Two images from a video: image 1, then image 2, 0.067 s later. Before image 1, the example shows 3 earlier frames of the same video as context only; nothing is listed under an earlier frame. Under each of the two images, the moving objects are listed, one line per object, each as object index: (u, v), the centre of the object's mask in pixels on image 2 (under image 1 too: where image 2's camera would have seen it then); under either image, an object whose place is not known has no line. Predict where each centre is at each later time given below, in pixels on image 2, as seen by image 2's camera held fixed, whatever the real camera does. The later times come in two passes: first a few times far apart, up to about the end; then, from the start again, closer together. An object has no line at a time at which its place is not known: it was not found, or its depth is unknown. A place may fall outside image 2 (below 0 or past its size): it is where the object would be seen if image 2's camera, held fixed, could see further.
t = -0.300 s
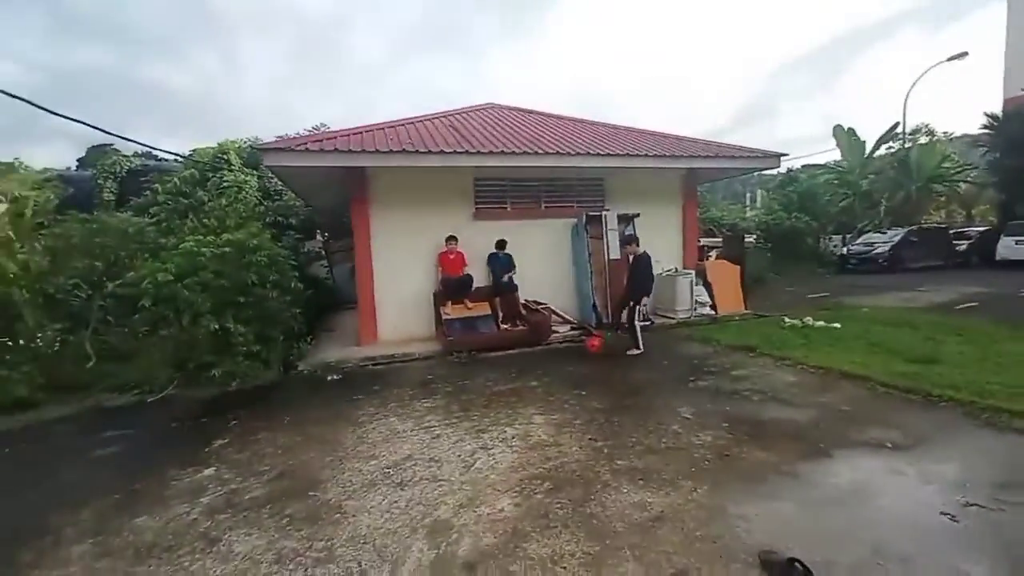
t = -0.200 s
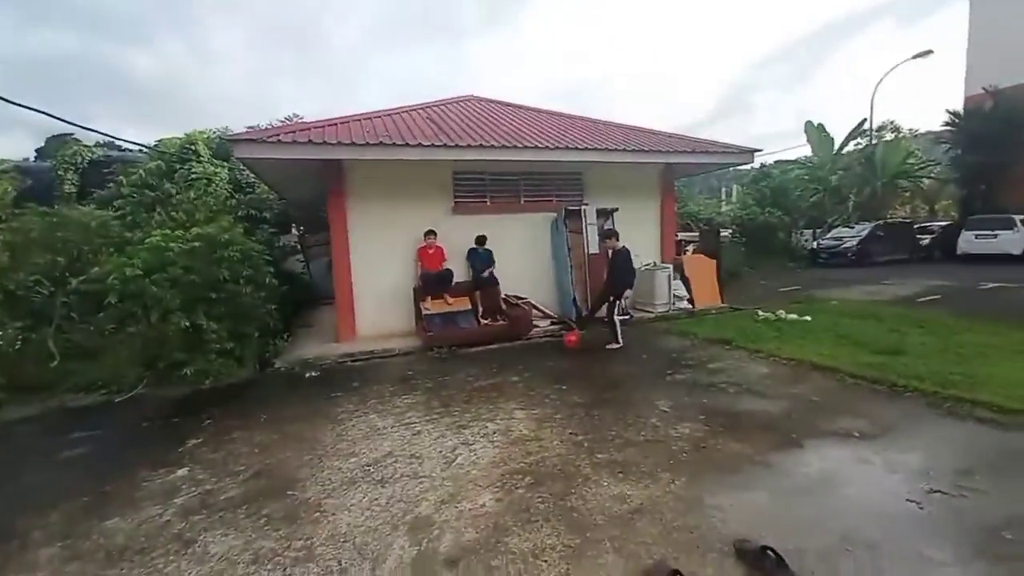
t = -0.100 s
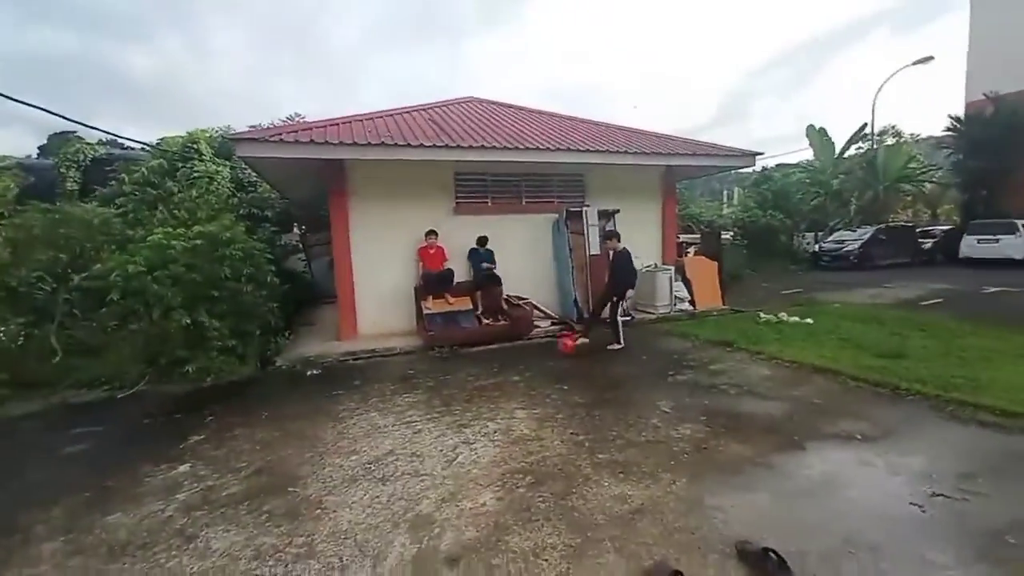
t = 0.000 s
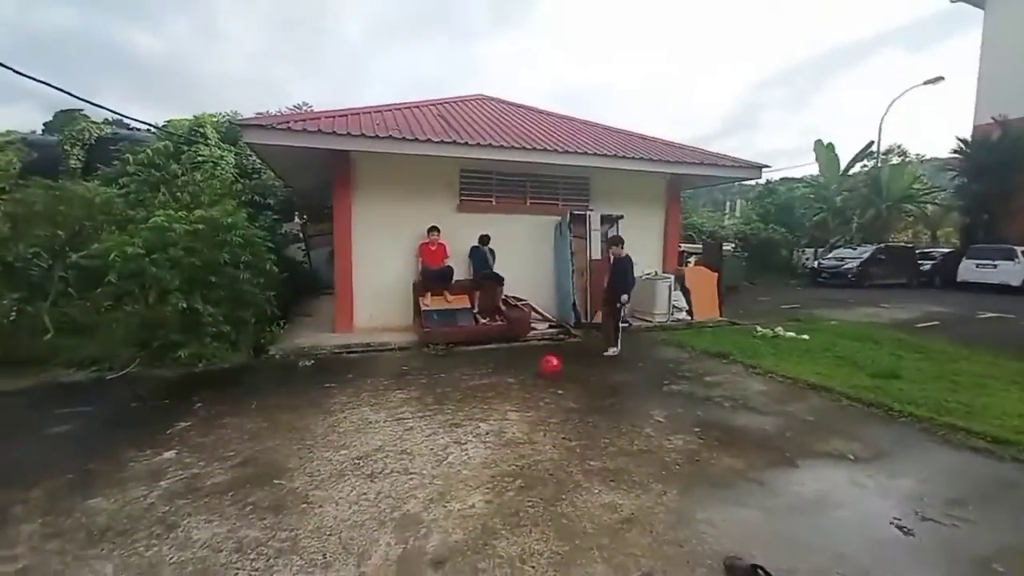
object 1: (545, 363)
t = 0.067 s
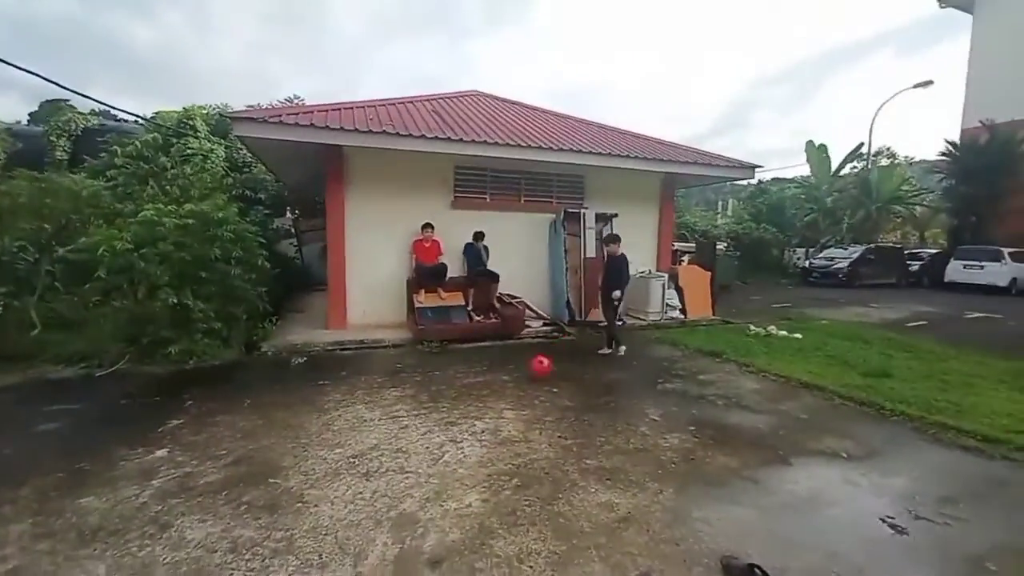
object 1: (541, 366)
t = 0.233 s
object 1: (533, 382)
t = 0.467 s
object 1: (507, 408)
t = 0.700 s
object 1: (484, 436)
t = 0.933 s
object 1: (445, 473)
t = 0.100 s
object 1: (539, 369)
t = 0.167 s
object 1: (538, 371)
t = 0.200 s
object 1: (534, 376)
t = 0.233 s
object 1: (533, 382)
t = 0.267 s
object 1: (530, 384)
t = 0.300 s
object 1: (528, 386)
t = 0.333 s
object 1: (526, 389)
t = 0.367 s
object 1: (522, 393)
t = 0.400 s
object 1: (518, 398)
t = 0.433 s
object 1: (515, 402)
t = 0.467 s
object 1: (507, 408)
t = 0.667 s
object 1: (489, 429)
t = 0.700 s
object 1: (484, 436)
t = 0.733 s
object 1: (480, 440)
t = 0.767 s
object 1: (474, 445)
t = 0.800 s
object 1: (468, 451)
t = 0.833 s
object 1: (463, 458)
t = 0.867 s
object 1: (457, 461)
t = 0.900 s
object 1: (450, 467)
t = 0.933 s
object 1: (445, 473)
